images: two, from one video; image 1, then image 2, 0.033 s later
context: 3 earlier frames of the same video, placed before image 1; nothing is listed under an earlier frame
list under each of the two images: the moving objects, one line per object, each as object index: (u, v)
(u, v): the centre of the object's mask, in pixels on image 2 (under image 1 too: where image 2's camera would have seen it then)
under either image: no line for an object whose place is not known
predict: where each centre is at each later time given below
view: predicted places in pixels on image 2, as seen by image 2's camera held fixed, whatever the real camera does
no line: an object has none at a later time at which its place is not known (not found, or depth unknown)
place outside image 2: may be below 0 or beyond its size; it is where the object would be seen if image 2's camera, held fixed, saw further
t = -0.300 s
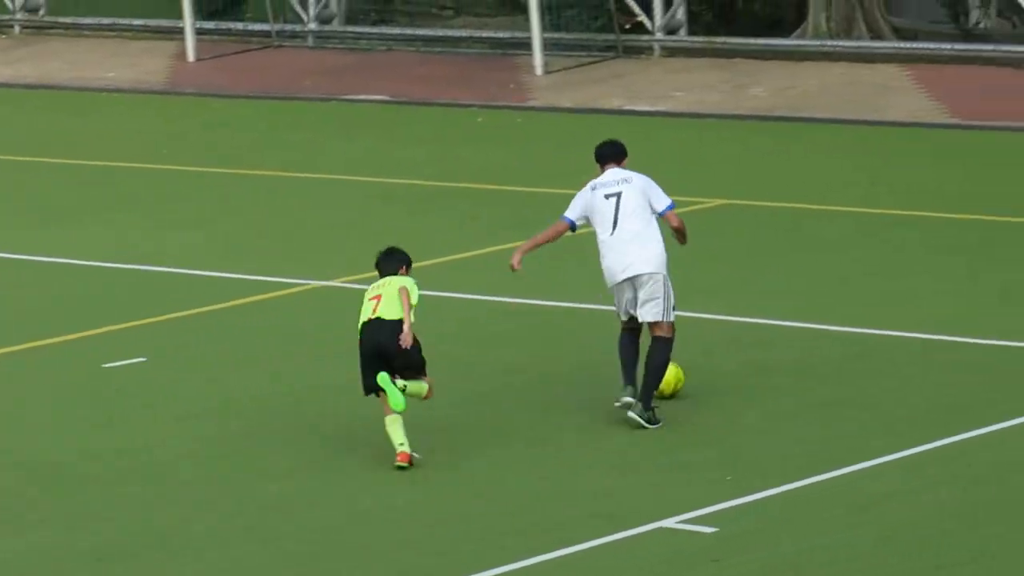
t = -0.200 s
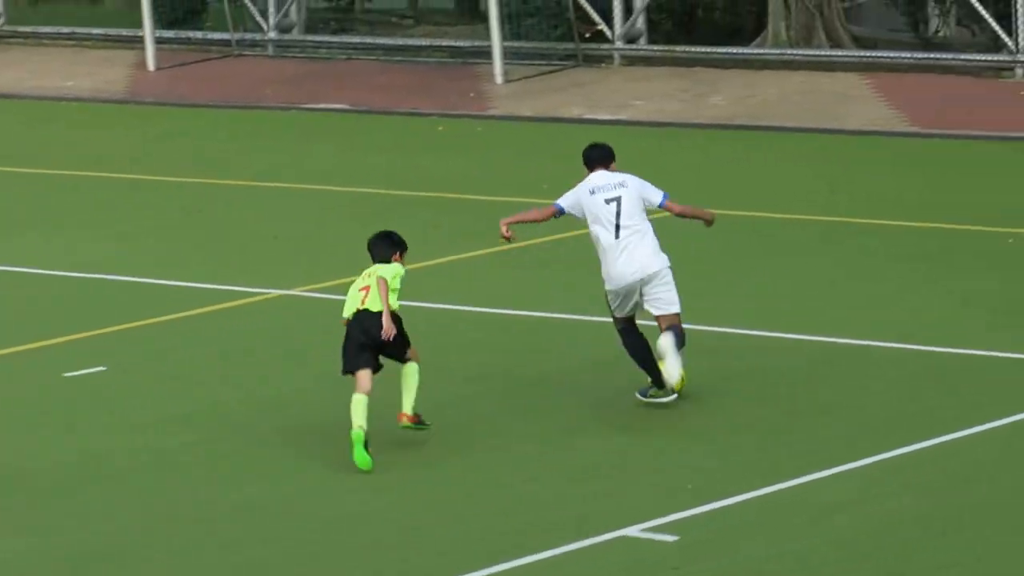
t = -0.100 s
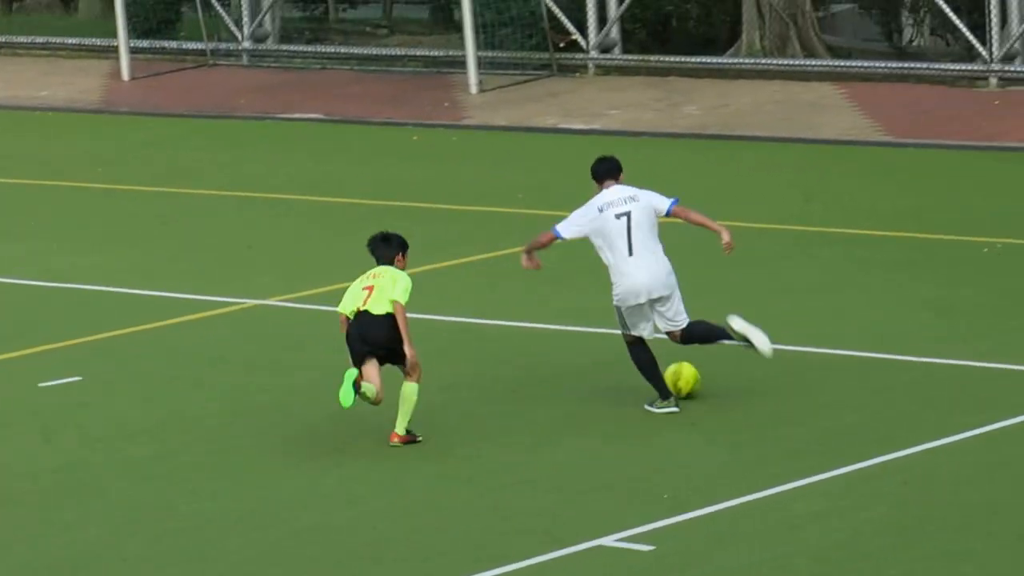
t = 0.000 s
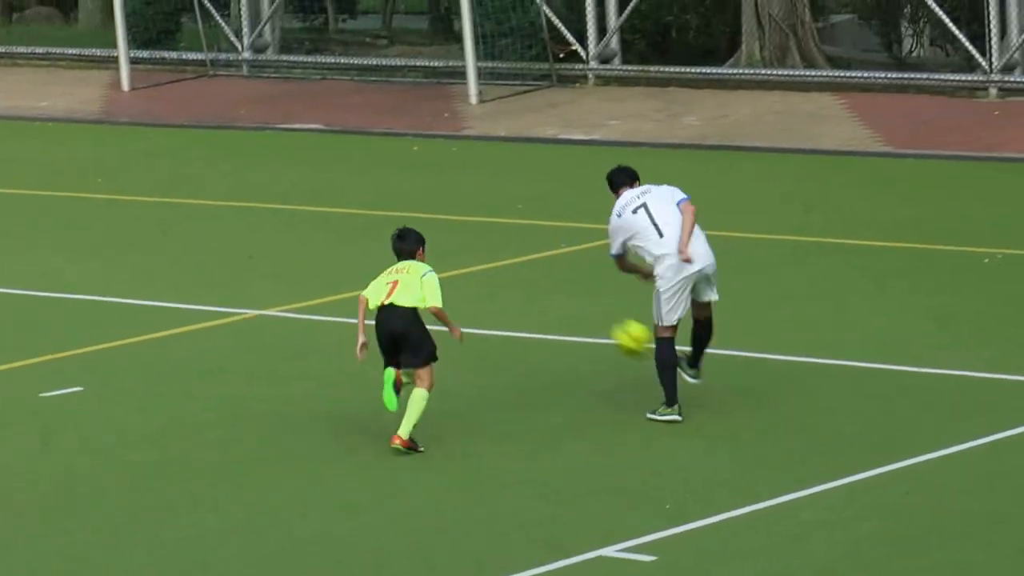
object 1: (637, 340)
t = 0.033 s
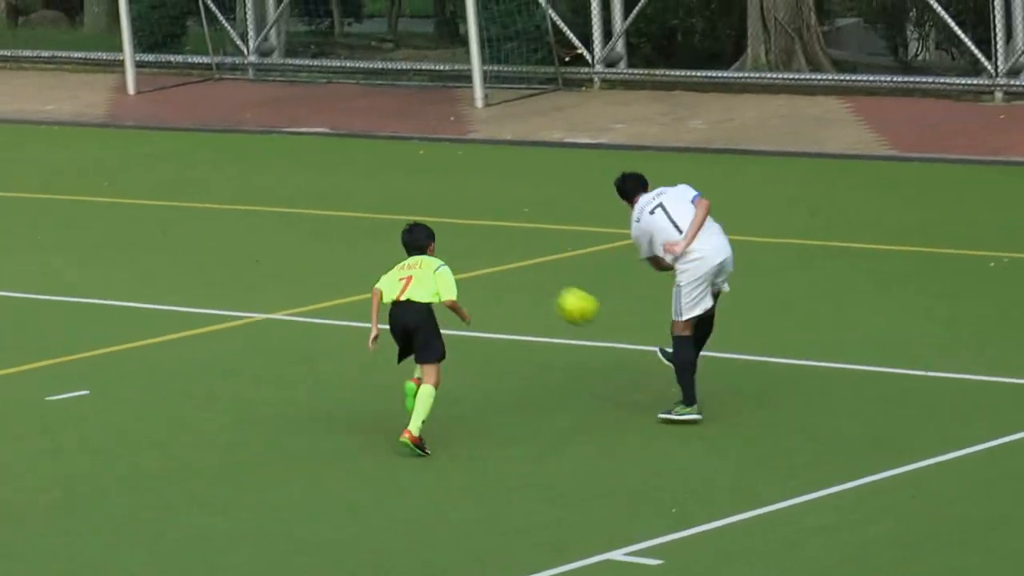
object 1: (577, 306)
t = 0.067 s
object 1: (515, 271)
